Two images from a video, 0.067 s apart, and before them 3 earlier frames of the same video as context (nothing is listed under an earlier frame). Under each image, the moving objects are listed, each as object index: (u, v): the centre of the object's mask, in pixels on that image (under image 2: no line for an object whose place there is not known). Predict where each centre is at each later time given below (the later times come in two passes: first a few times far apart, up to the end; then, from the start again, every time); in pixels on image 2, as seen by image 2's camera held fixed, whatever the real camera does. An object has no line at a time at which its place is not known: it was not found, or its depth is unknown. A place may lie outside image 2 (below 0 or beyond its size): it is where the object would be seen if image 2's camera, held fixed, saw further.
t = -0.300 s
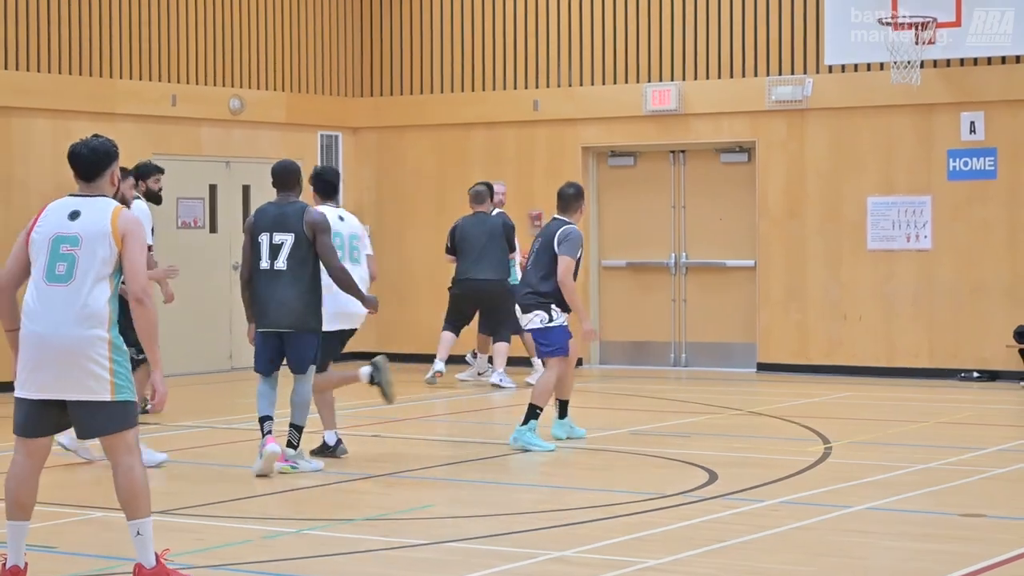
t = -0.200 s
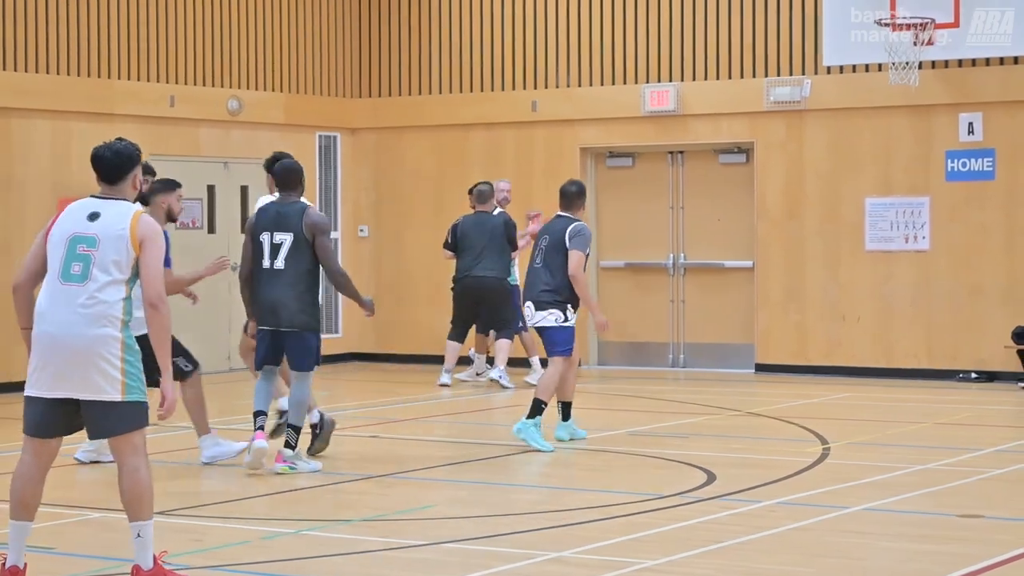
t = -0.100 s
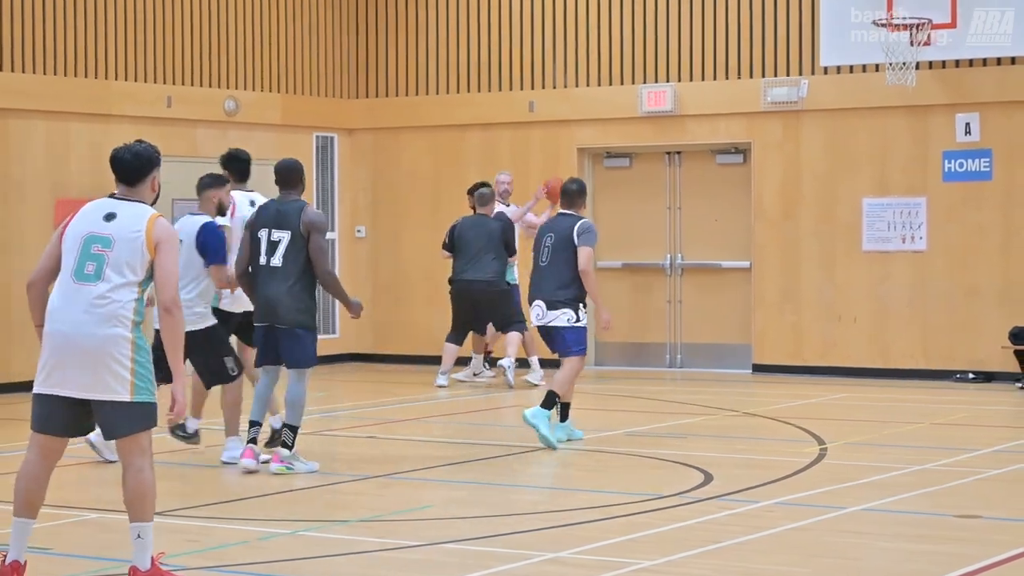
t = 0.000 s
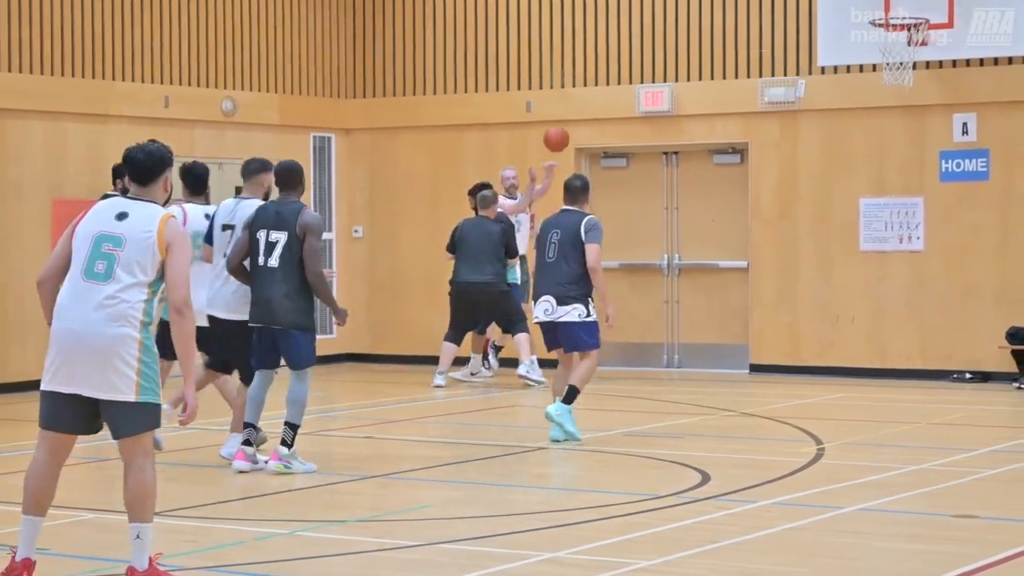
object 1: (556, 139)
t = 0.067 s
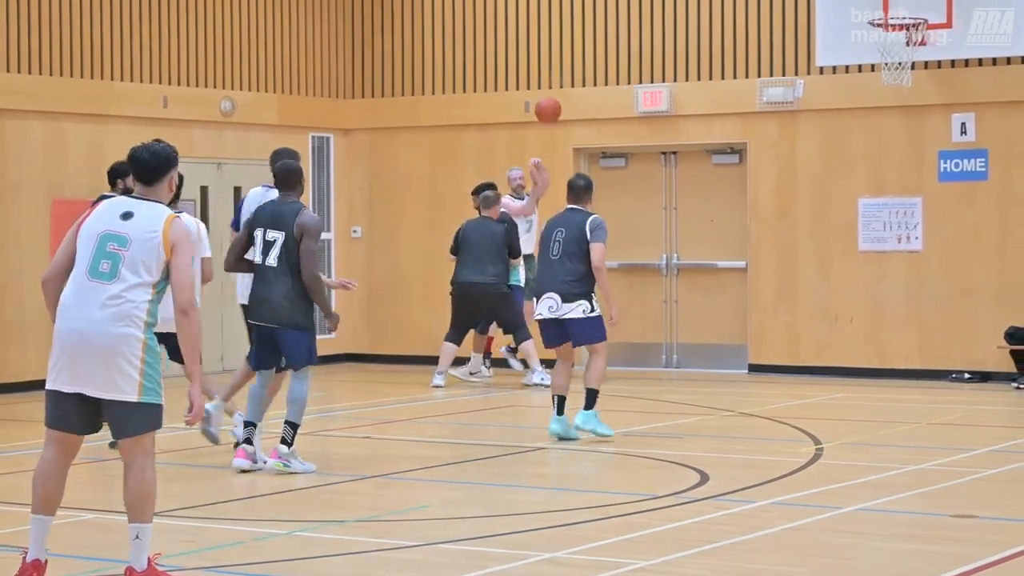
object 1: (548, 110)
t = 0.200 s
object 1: (532, 61)
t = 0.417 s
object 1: (505, 16)
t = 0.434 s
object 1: (503, 14)
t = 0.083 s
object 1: (546, 103)
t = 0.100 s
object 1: (544, 97)
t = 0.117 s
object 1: (542, 90)
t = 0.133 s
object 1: (540, 84)
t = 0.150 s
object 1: (538, 78)
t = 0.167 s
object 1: (537, 72)
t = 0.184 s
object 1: (534, 66)
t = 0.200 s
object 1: (532, 61)
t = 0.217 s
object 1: (530, 56)
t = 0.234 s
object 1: (528, 51)
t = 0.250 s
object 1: (526, 47)
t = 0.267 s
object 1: (525, 42)
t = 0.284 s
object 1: (522, 38)
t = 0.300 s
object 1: (520, 35)
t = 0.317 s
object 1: (518, 31)
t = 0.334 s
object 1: (516, 28)
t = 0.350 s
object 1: (514, 24)
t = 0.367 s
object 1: (512, 22)
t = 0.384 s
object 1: (509, 20)
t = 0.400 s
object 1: (508, 17)
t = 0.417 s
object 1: (505, 16)
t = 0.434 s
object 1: (503, 14)
